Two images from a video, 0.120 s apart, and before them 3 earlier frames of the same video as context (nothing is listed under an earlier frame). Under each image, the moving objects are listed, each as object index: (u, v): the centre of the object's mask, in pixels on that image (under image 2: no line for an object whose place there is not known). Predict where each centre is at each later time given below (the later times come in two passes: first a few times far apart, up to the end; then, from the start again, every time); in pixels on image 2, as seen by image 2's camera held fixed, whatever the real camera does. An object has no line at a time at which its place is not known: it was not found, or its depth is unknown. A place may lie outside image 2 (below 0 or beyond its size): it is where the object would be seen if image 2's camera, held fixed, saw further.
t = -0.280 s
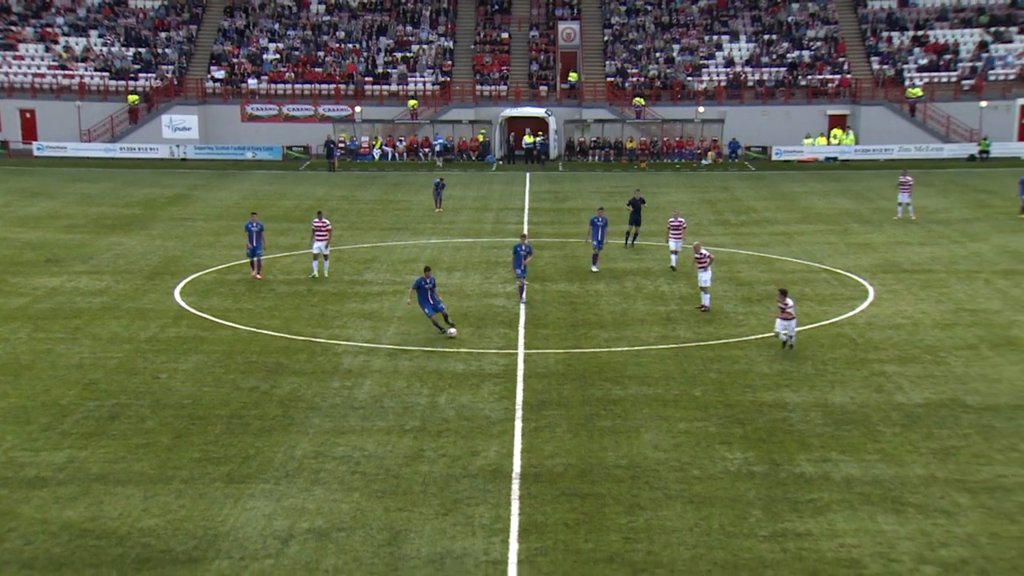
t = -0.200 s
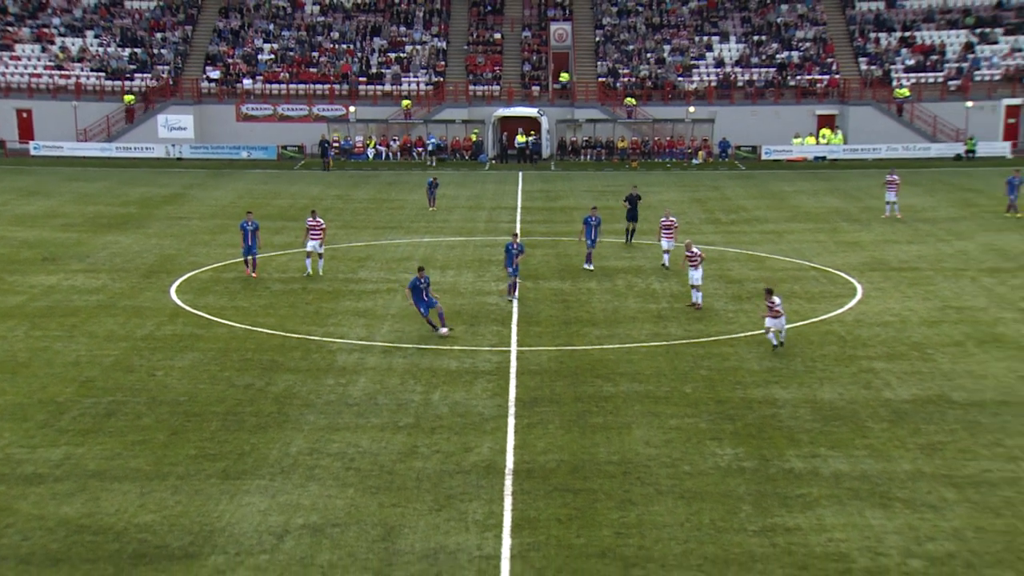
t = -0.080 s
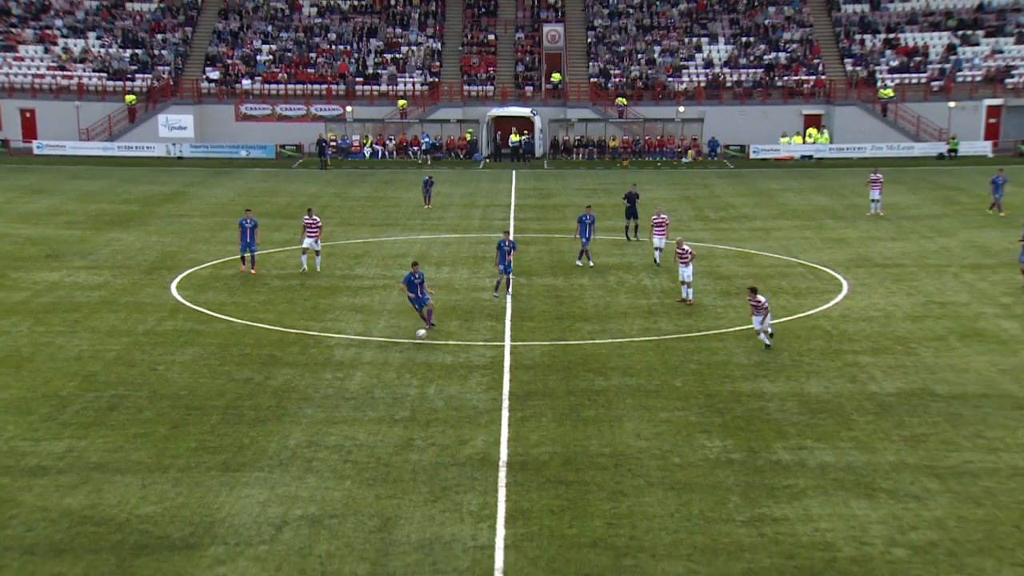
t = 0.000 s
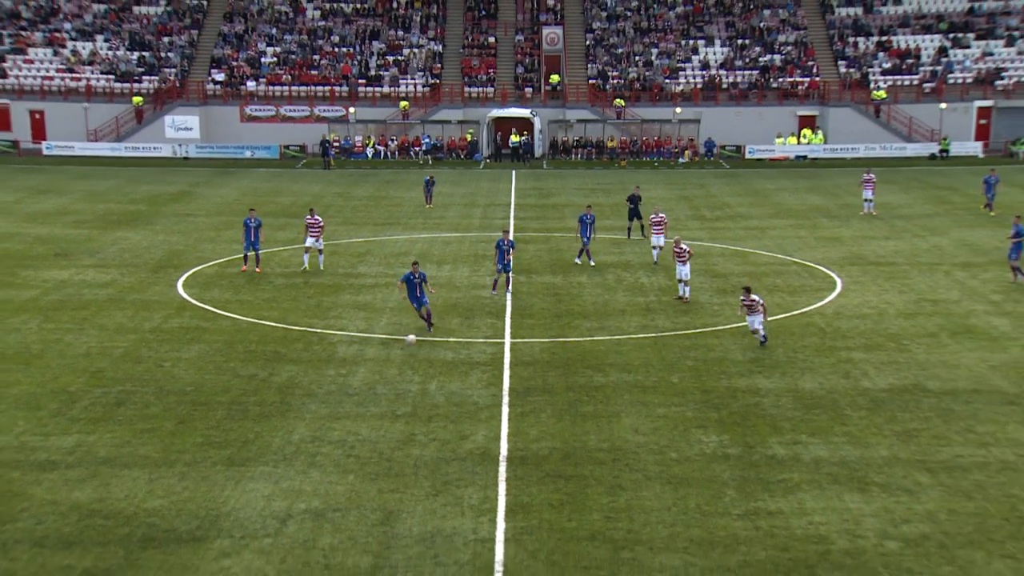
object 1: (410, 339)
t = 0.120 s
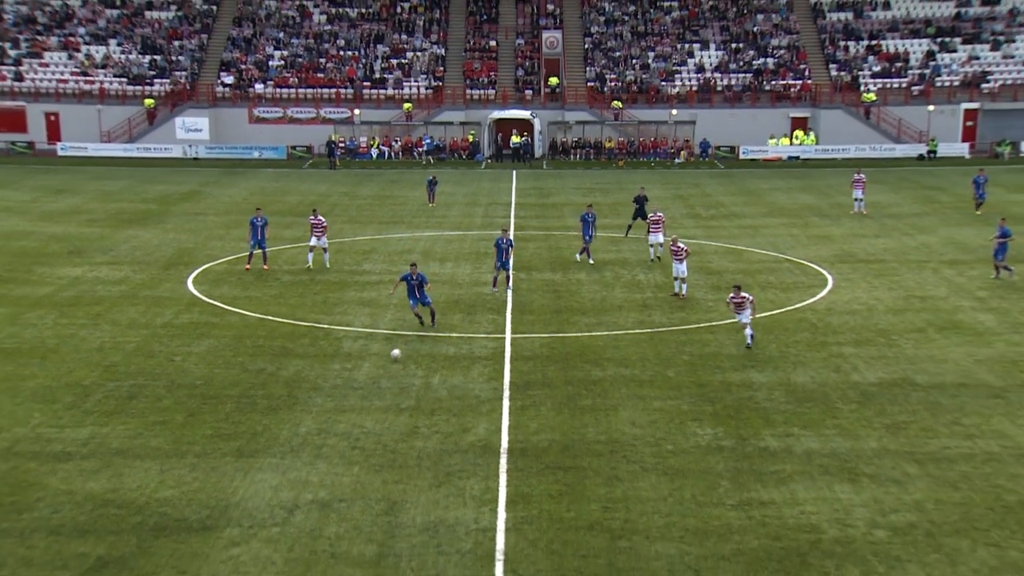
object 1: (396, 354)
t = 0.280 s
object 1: (374, 364)
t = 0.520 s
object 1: (342, 395)
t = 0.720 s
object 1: (315, 412)
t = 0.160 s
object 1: (389, 359)
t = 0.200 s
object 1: (385, 360)
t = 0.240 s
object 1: (379, 362)
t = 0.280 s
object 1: (374, 364)
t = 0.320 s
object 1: (369, 367)
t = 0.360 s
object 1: (364, 372)
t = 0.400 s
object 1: (358, 377)
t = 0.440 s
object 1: (353, 383)
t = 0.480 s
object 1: (348, 391)
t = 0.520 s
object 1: (342, 395)
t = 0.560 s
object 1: (337, 396)
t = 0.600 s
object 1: (331, 398)
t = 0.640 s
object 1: (326, 402)
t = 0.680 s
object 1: (320, 406)
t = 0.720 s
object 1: (315, 412)
